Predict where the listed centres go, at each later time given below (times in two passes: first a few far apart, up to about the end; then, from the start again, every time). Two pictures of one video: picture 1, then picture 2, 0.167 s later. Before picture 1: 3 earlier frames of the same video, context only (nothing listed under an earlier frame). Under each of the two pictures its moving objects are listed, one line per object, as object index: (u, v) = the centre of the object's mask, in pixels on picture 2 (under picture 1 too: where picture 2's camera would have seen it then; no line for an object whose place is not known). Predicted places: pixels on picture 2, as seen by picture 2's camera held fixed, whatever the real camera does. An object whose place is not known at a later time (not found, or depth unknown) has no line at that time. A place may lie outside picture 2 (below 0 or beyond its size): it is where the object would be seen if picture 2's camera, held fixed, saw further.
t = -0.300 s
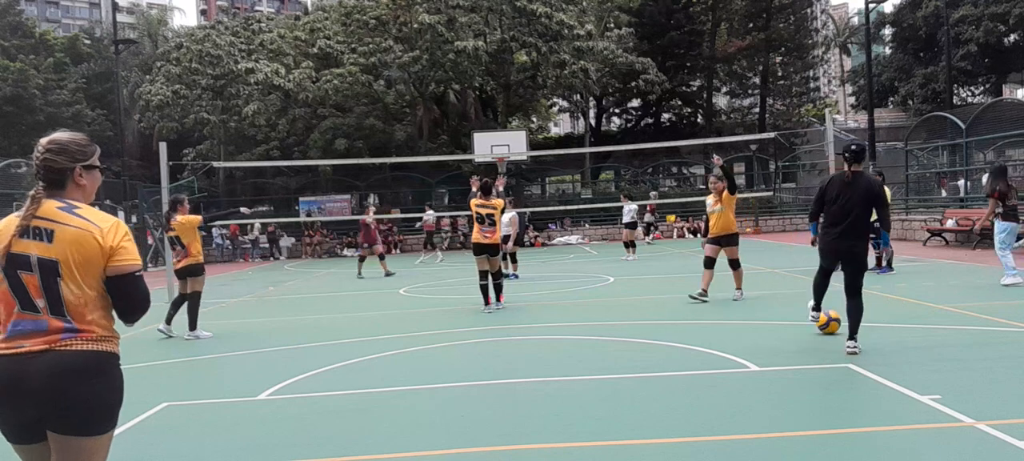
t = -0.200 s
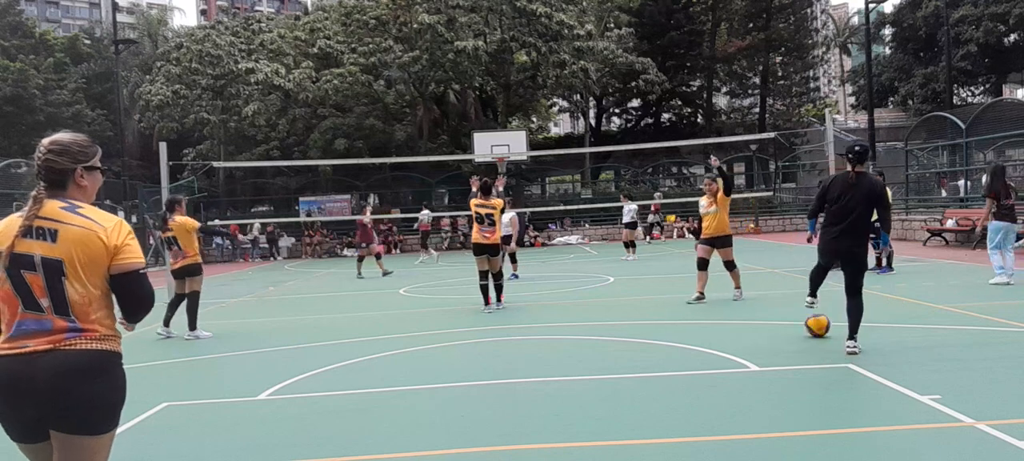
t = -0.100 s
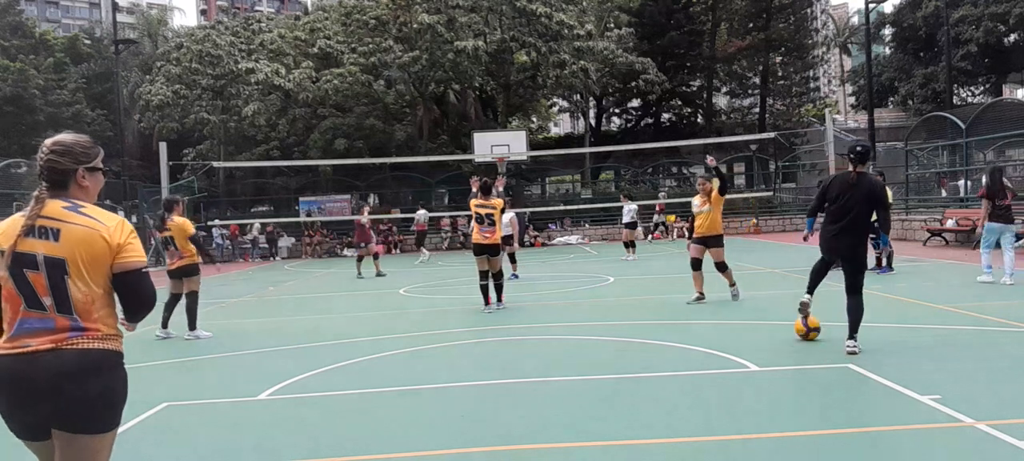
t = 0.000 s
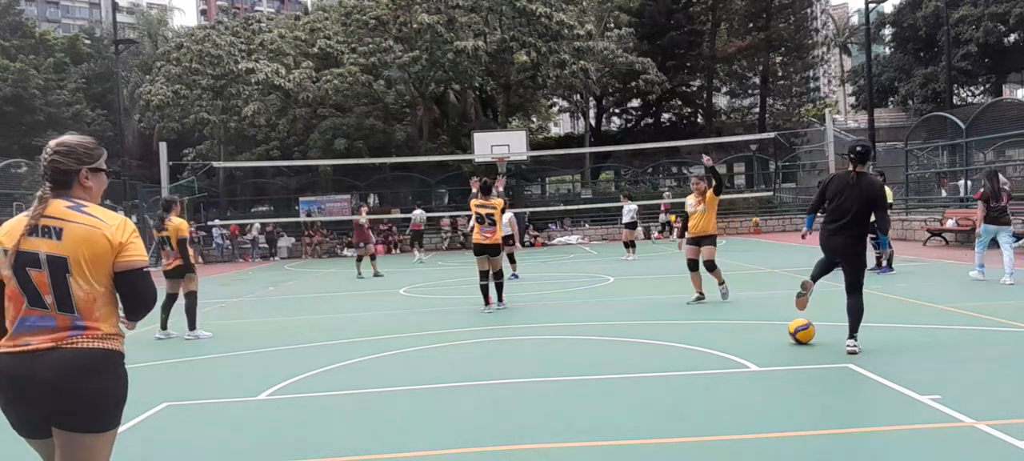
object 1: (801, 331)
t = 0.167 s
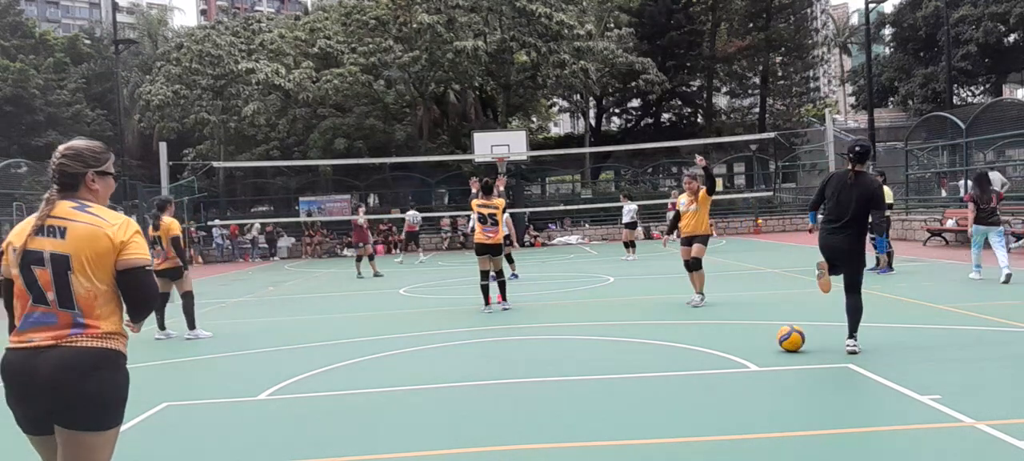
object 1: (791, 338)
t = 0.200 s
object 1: (789, 339)
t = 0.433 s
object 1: (774, 351)
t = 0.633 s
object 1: (759, 362)
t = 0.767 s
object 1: (749, 371)
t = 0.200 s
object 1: (789, 339)
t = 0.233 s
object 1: (787, 341)
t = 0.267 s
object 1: (784, 343)
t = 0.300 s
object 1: (782, 344)
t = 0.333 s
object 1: (780, 346)
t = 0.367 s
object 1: (778, 347)
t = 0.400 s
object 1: (775, 349)
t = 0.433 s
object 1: (774, 351)
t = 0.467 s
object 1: (771, 353)
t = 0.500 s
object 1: (769, 354)
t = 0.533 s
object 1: (766, 356)
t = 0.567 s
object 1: (764, 358)
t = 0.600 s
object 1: (761, 360)
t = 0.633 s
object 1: (759, 362)
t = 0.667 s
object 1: (756, 364)
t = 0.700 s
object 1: (754, 366)
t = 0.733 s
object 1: (751, 369)
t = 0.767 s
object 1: (749, 371)
